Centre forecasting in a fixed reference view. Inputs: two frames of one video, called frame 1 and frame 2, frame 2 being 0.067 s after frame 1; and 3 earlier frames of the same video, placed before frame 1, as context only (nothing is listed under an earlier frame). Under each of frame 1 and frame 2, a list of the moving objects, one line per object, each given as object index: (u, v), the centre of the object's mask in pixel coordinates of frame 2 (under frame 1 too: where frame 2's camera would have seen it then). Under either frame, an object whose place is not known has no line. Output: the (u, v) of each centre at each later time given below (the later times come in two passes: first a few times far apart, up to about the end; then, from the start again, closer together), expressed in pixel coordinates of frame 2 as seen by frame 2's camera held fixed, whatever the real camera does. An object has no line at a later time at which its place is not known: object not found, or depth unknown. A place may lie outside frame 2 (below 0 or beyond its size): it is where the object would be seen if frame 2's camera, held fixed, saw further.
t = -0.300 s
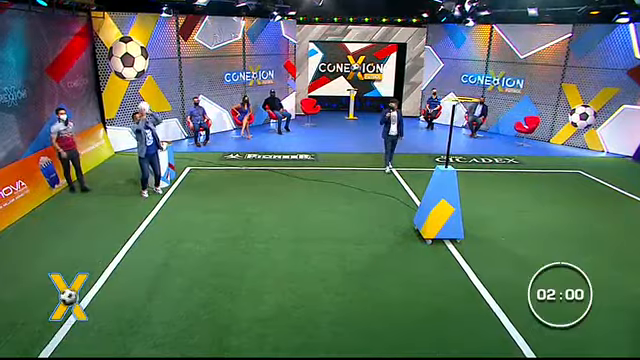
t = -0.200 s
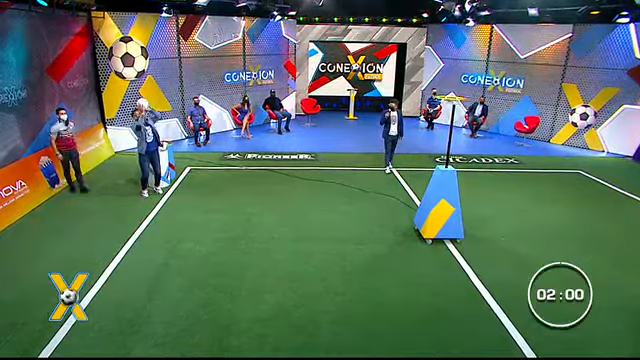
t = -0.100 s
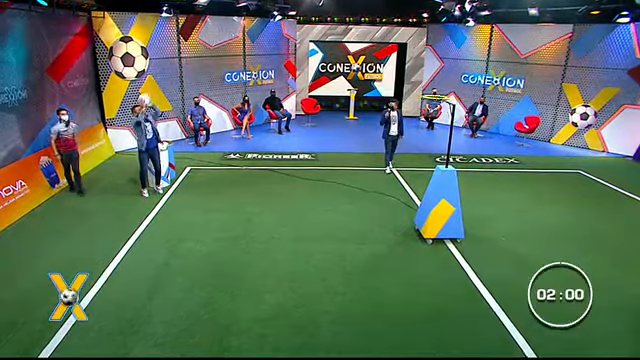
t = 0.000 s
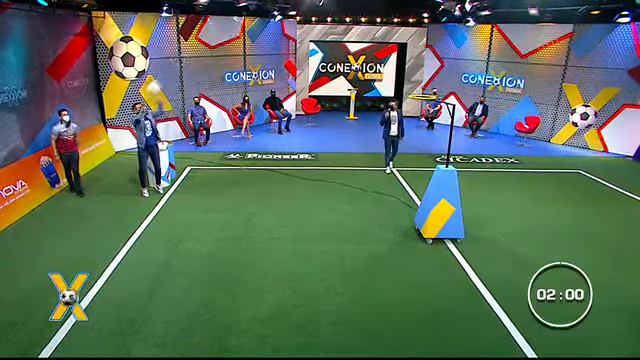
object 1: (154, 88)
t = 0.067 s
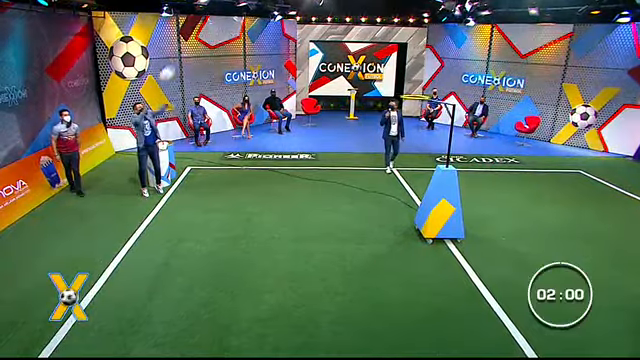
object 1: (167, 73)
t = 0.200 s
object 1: (196, 51)
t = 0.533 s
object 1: (285, 42)
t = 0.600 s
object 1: (307, 51)
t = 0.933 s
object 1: (417, 145)
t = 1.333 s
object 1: (523, 237)
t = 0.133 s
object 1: (180, 61)
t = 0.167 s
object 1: (186, 57)
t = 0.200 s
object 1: (196, 51)
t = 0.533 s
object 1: (285, 42)
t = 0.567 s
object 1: (299, 46)
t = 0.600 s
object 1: (307, 51)
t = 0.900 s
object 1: (407, 133)
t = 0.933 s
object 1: (417, 145)
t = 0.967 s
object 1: (428, 158)
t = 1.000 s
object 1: (441, 177)
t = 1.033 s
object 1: (452, 191)
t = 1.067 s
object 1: (464, 211)
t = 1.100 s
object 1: (473, 228)
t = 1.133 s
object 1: (482, 245)
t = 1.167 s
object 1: (491, 264)
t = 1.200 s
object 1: (498, 274)
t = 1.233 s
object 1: (504, 265)
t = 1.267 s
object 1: (510, 255)
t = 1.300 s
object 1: (516, 246)
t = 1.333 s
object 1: (523, 237)
